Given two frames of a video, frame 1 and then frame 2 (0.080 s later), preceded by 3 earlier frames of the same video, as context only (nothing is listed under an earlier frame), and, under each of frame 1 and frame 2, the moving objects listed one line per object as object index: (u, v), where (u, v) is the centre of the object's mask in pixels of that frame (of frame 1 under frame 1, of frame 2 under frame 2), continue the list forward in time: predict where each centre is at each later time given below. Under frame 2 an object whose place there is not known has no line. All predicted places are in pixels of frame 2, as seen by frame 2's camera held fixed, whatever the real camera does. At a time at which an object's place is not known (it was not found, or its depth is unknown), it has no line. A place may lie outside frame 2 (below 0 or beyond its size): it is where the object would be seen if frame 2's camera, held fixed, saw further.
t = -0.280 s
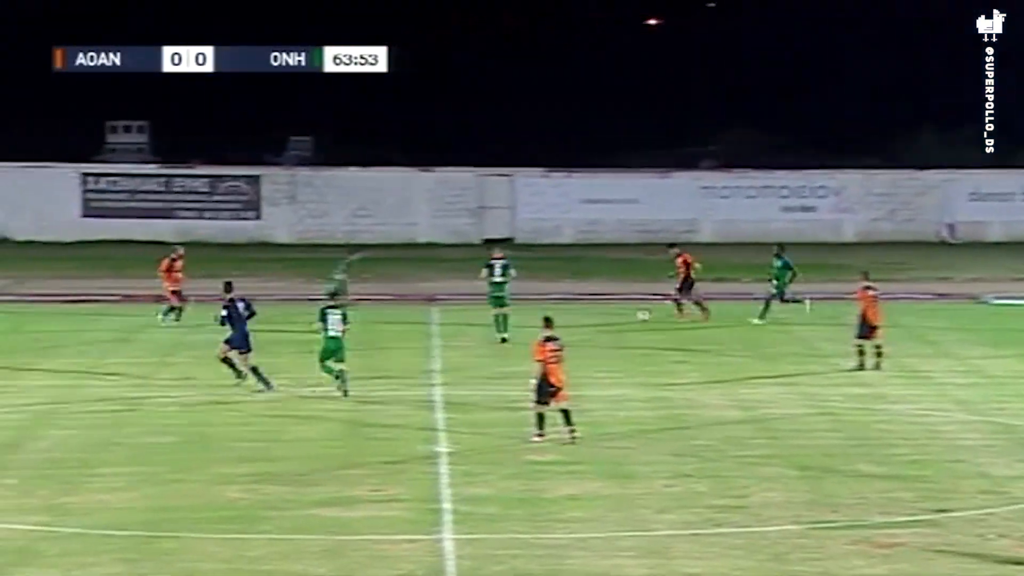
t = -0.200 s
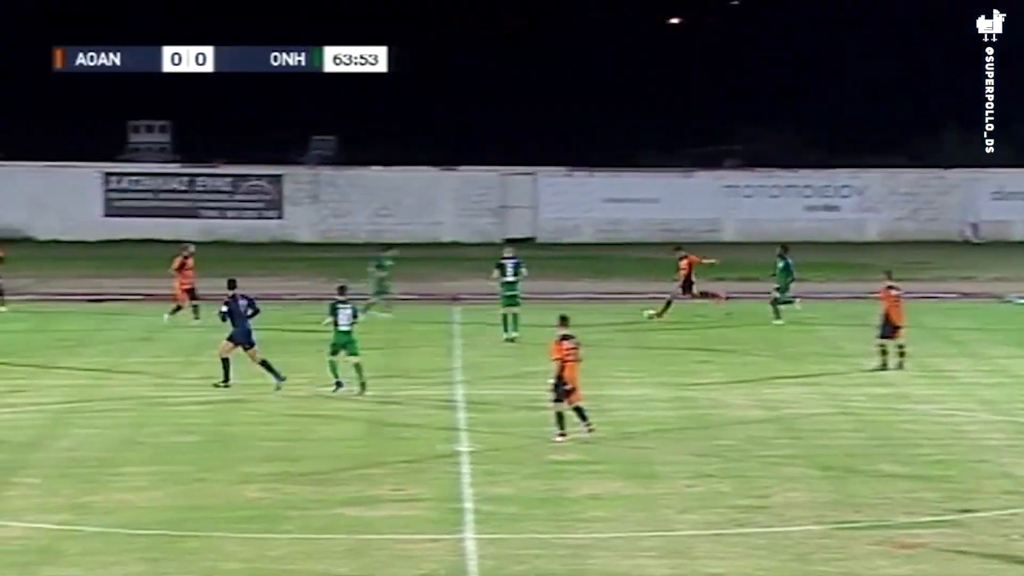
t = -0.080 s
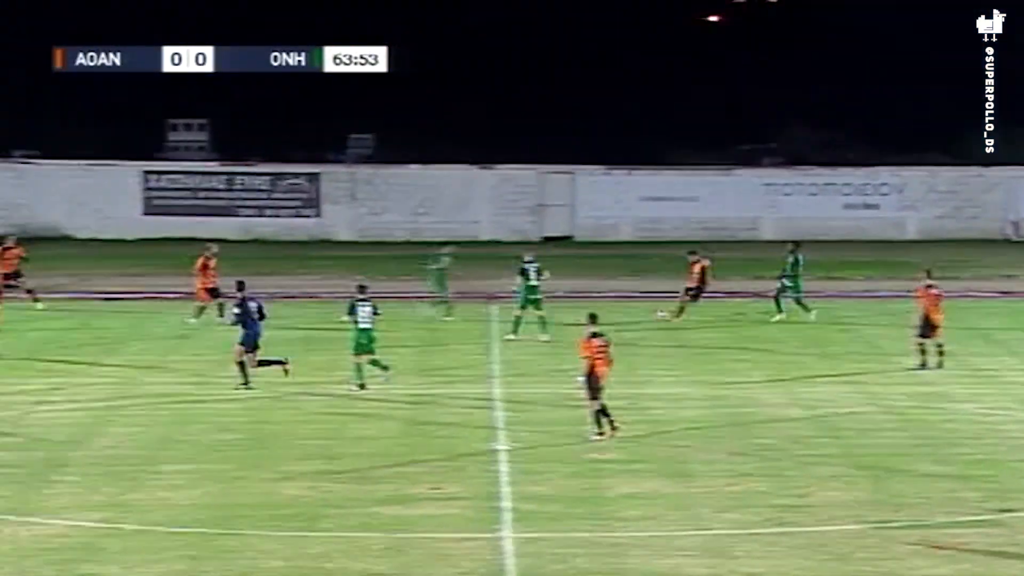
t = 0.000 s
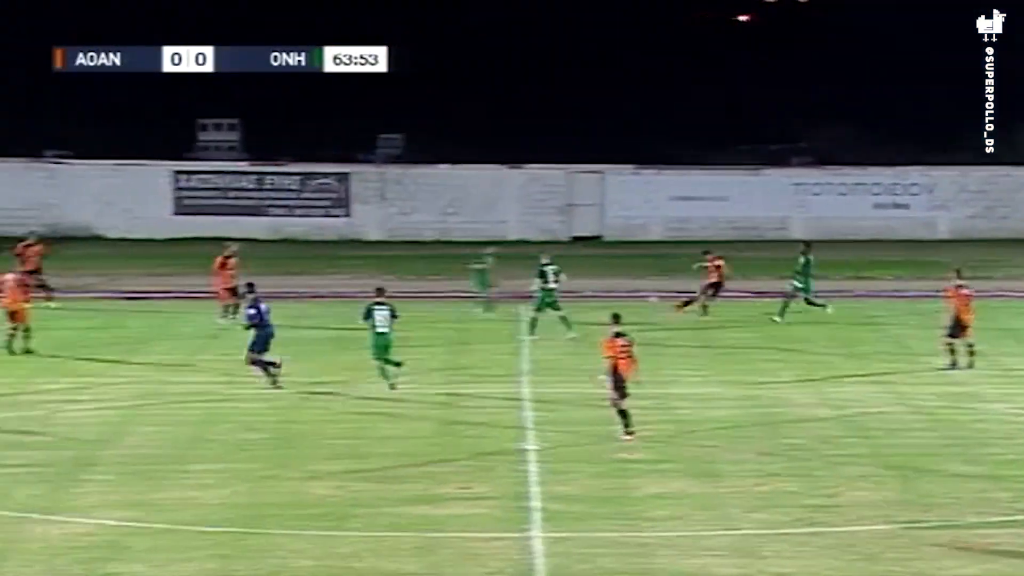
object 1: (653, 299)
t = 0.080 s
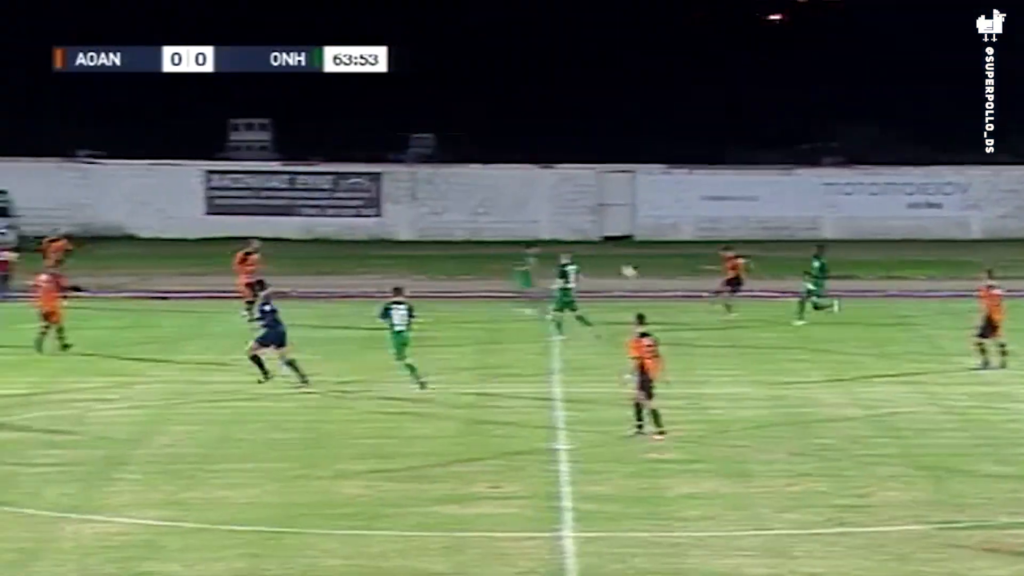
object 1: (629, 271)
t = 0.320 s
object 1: (459, 194)
